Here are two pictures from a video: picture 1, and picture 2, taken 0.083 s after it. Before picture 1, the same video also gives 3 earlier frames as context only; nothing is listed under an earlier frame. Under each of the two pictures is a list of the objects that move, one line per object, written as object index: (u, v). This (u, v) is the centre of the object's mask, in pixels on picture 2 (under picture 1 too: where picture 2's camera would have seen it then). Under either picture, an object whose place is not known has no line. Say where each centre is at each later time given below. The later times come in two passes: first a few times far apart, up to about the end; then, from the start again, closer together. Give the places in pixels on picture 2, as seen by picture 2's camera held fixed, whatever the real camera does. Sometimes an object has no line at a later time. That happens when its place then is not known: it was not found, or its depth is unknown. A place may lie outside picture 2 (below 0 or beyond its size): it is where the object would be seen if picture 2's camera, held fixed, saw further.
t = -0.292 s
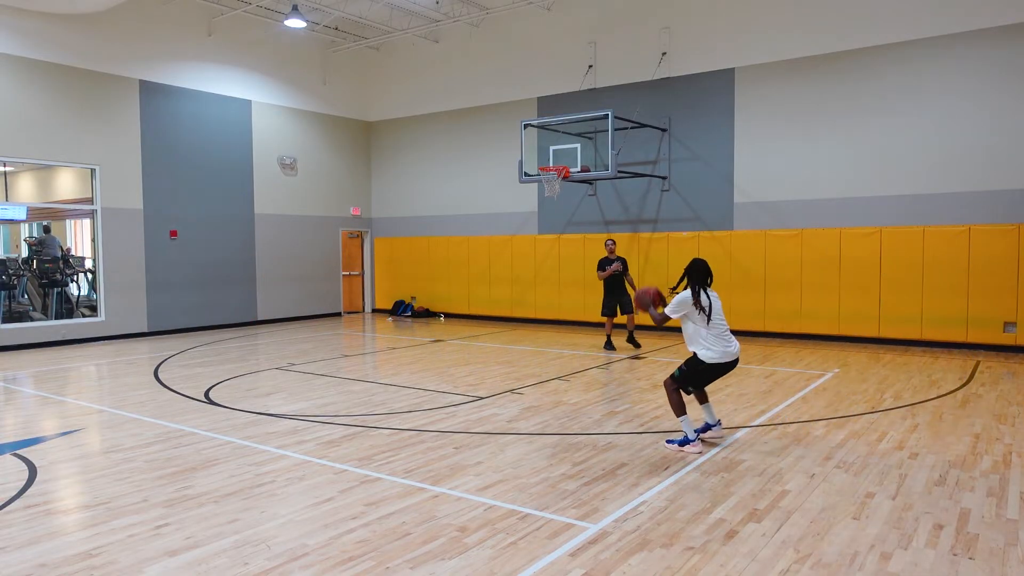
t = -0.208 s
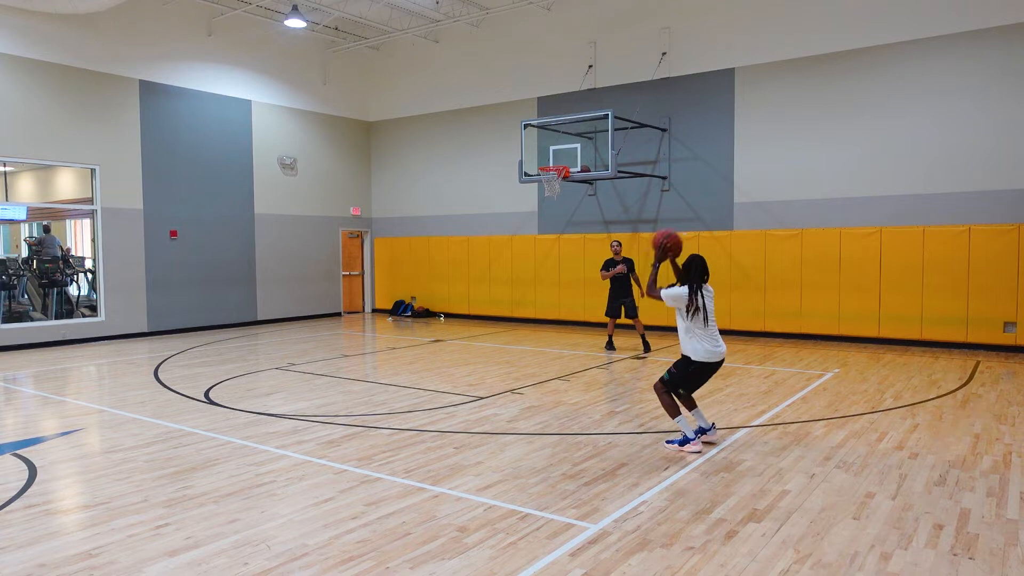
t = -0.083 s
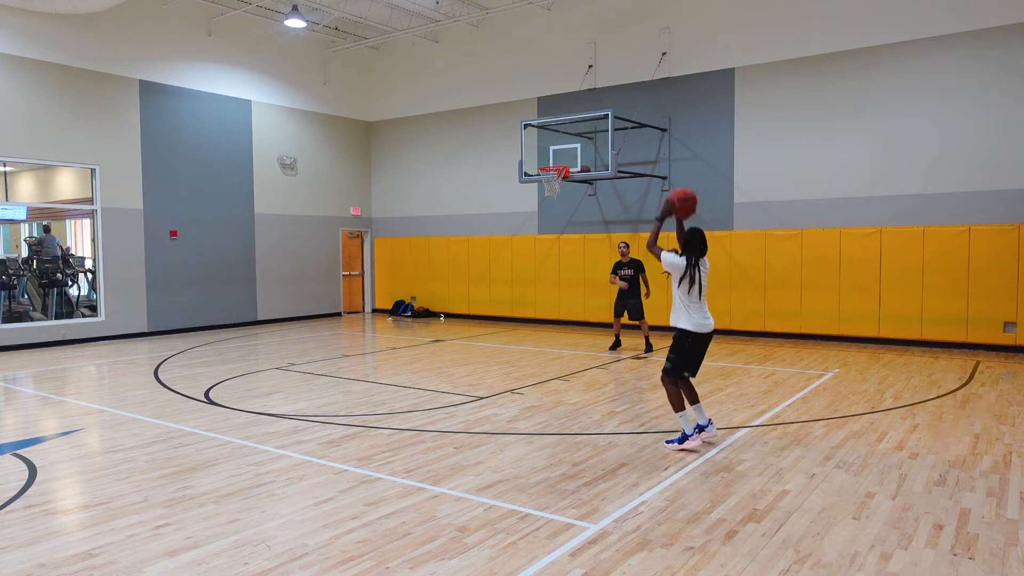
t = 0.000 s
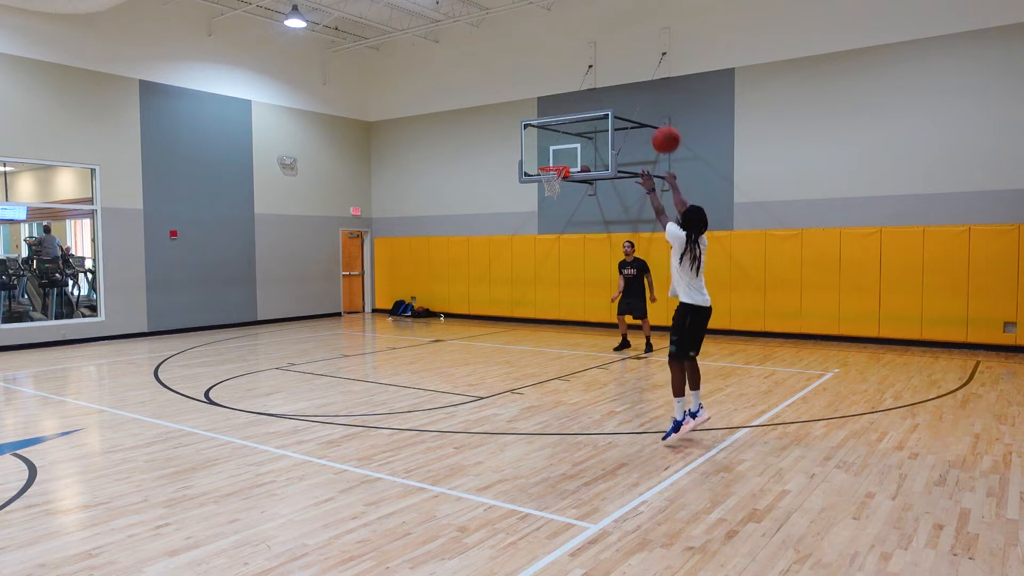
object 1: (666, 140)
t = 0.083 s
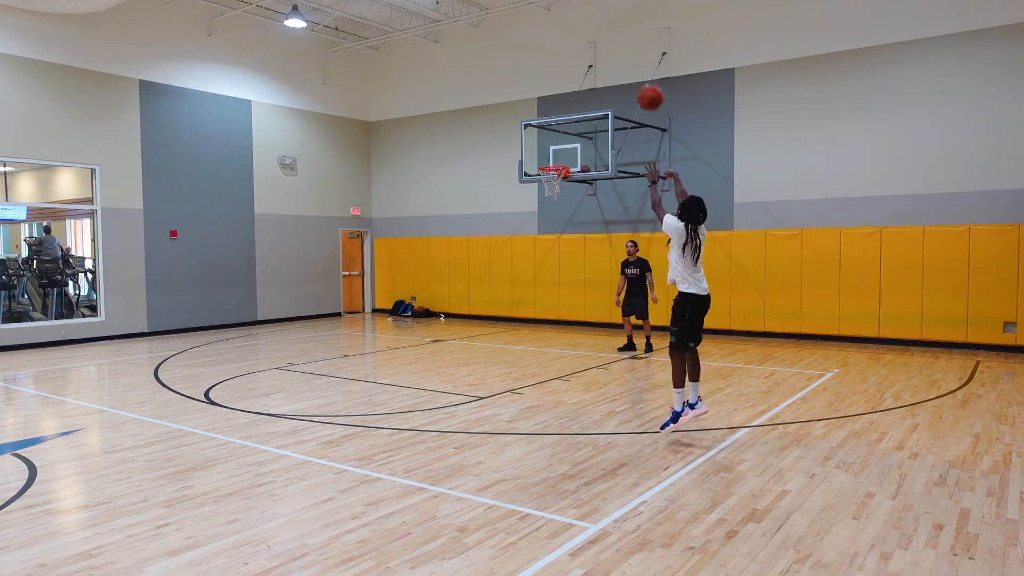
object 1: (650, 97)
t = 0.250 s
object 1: (621, 44)
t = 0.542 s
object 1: (586, 38)
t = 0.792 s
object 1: (563, 89)
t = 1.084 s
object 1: (546, 181)
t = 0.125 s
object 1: (641, 78)
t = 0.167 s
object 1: (633, 62)
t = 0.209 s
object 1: (628, 54)
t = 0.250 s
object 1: (621, 44)
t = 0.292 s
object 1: (615, 37)
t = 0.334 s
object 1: (609, 32)
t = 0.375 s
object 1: (605, 30)
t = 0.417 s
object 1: (599, 30)
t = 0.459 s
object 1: (594, 31)
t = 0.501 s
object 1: (589, 35)
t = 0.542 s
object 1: (586, 38)
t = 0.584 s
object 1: (581, 44)
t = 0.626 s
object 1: (577, 51)
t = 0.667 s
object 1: (573, 60)
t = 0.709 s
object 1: (570, 67)
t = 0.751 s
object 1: (567, 78)
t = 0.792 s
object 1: (563, 89)
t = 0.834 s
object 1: (560, 102)
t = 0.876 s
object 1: (558, 110)
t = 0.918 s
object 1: (555, 125)
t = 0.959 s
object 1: (551, 140)
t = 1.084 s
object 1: (546, 181)
